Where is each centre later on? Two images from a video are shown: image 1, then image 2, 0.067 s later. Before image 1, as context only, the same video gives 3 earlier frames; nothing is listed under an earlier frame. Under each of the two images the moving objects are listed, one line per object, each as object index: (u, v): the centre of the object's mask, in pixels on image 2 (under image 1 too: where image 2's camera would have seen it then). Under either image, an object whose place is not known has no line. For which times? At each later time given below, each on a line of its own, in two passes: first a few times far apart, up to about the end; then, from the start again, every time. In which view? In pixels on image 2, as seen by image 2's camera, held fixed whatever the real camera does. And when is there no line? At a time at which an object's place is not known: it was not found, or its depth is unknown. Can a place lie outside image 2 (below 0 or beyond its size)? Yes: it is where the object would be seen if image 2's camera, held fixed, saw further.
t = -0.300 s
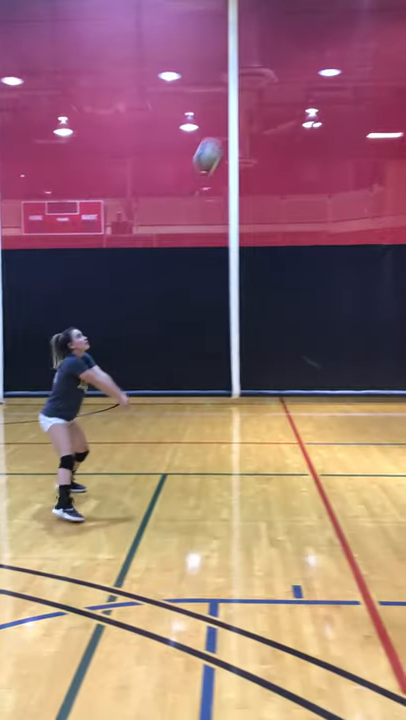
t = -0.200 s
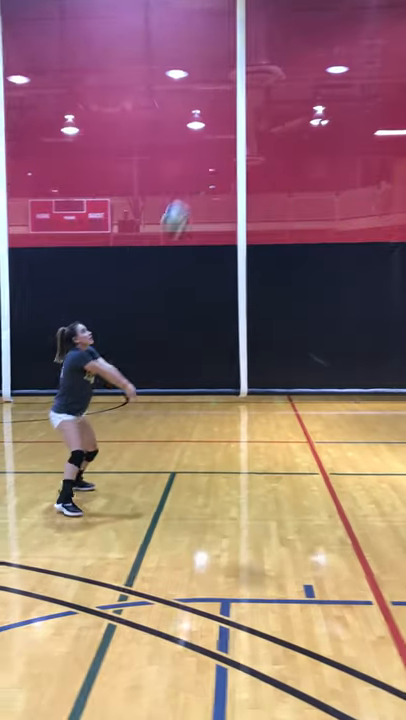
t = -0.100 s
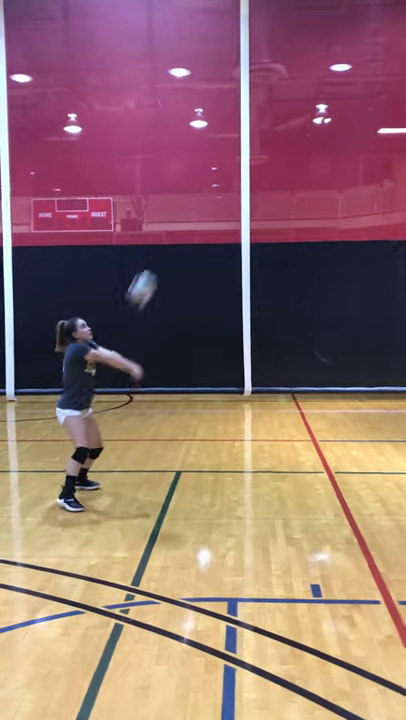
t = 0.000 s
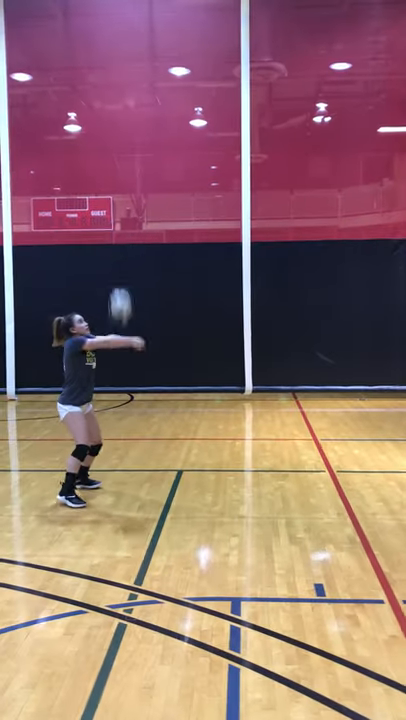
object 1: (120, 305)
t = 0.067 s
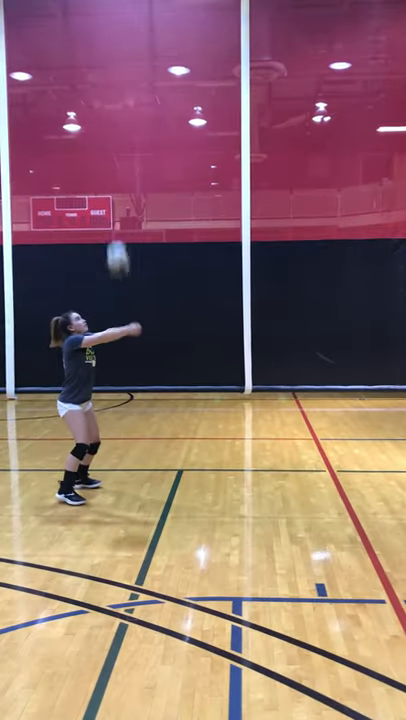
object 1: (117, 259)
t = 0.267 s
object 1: (112, 147)
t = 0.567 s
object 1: (110, 77)
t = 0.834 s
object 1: (106, 106)
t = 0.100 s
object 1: (116, 238)
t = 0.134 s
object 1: (116, 215)
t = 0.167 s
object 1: (115, 194)
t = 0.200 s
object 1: (113, 178)
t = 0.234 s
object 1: (112, 162)
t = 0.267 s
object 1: (112, 147)
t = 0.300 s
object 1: (111, 134)
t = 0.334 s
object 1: (110, 122)
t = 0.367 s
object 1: (110, 111)
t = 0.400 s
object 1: (110, 102)
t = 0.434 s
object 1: (109, 95)
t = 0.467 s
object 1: (110, 88)
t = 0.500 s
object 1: (110, 82)
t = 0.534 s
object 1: (110, 78)
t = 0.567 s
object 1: (110, 77)
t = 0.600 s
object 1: (110, 76)
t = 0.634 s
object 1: (110, 76)
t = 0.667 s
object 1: (109, 77)
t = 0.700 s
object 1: (109, 80)
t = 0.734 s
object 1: (108, 84)
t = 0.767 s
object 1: (107, 90)
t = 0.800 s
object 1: (107, 96)
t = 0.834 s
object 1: (106, 106)
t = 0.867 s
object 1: (106, 115)
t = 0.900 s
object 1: (106, 126)
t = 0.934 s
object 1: (106, 139)
